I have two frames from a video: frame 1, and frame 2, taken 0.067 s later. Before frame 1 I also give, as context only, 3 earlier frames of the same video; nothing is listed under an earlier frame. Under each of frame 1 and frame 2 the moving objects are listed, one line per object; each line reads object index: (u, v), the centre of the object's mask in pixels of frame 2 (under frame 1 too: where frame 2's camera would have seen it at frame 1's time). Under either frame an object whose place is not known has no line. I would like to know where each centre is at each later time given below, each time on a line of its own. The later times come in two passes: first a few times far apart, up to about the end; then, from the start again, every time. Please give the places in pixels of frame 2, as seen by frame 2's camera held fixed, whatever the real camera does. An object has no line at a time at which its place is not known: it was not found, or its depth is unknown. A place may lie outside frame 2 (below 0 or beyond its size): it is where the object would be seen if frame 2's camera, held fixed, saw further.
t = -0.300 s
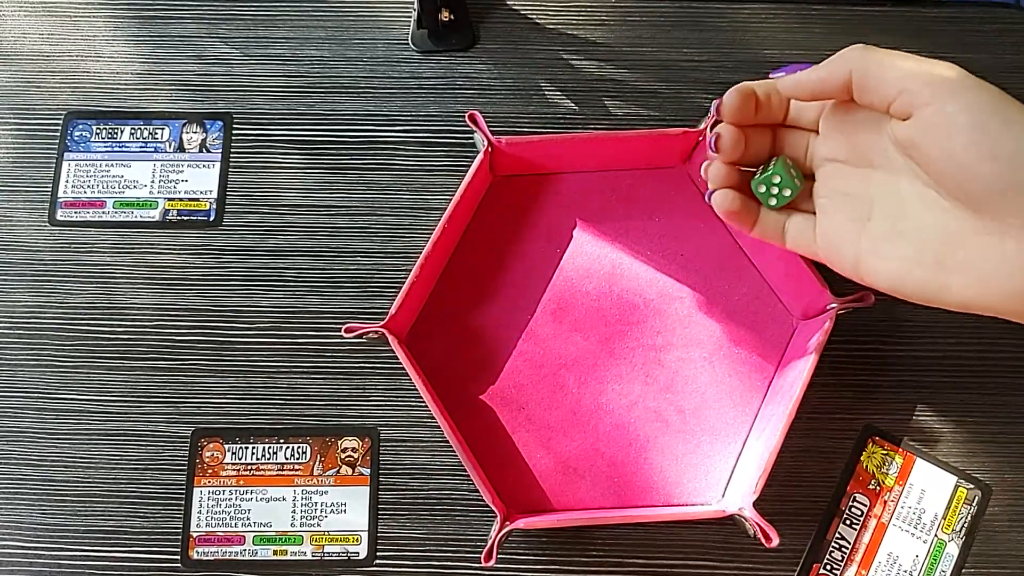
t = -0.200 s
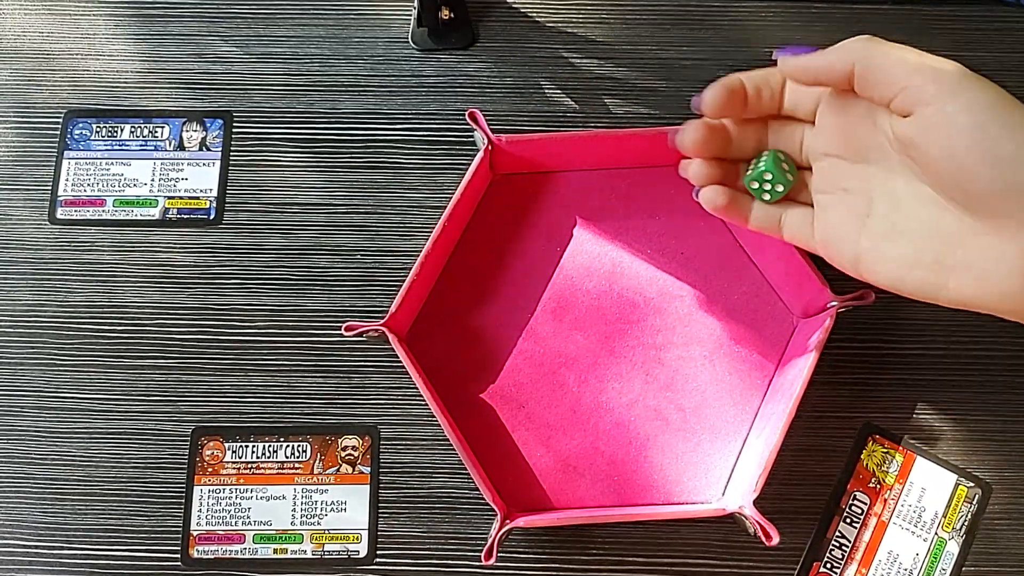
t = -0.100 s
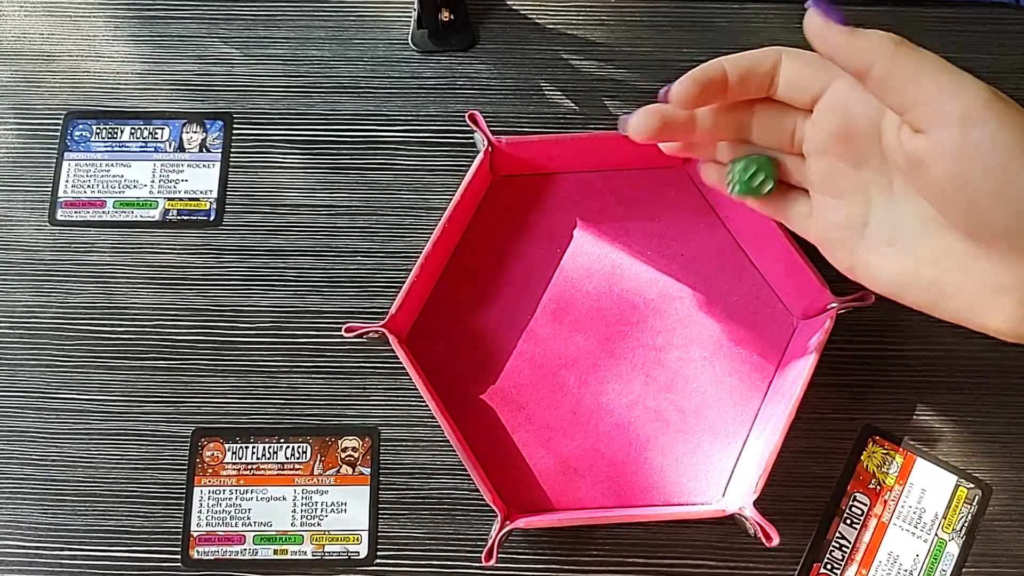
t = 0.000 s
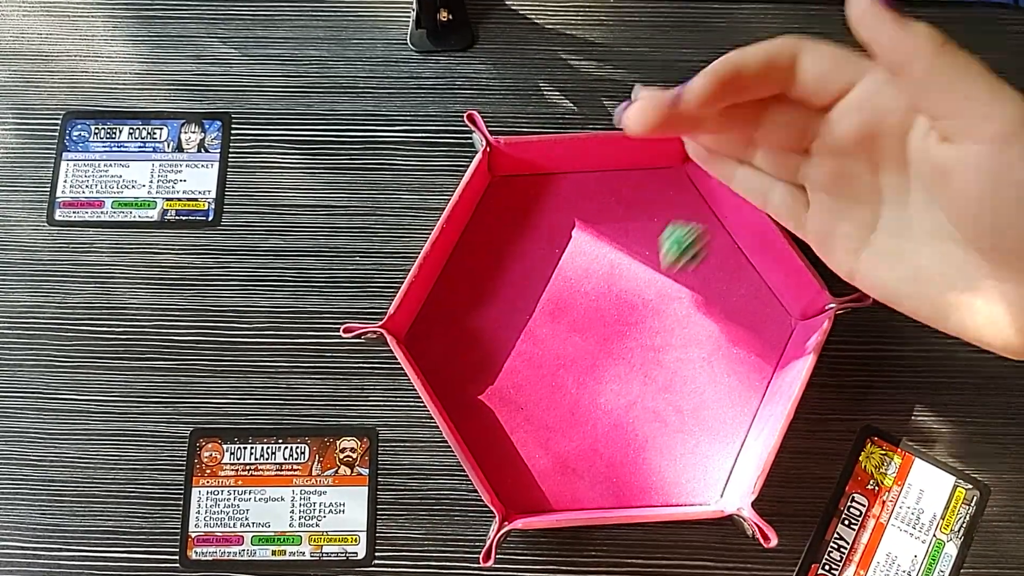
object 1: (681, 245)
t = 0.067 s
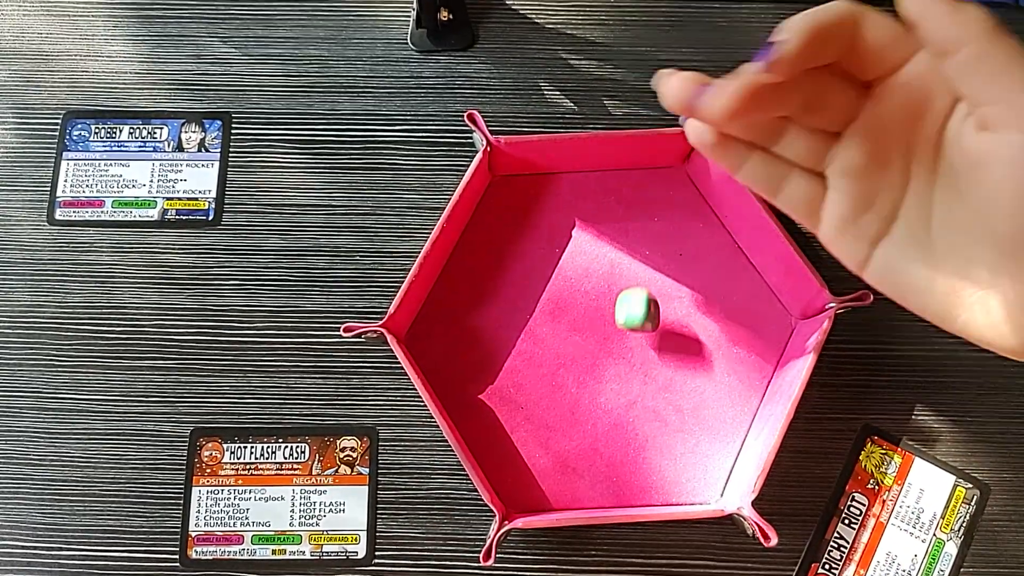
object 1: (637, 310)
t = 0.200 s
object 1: (613, 427)
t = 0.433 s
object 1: (521, 480)
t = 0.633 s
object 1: (519, 478)
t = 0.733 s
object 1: (519, 478)
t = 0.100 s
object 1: (634, 330)
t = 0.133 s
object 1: (628, 359)
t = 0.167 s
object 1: (622, 392)
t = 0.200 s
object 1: (613, 427)
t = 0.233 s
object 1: (599, 455)
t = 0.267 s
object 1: (583, 484)
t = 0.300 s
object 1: (569, 485)
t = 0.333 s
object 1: (556, 485)
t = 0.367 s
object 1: (543, 486)
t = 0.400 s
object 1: (527, 485)
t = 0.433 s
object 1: (521, 480)
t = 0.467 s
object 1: (519, 479)
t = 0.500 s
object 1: (520, 479)
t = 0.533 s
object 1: (520, 479)
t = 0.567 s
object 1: (519, 479)
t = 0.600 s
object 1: (519, 479)
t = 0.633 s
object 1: (519, 478)
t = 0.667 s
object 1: (519, 479)
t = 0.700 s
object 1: (519, 479)
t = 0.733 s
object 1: (519, 478)
